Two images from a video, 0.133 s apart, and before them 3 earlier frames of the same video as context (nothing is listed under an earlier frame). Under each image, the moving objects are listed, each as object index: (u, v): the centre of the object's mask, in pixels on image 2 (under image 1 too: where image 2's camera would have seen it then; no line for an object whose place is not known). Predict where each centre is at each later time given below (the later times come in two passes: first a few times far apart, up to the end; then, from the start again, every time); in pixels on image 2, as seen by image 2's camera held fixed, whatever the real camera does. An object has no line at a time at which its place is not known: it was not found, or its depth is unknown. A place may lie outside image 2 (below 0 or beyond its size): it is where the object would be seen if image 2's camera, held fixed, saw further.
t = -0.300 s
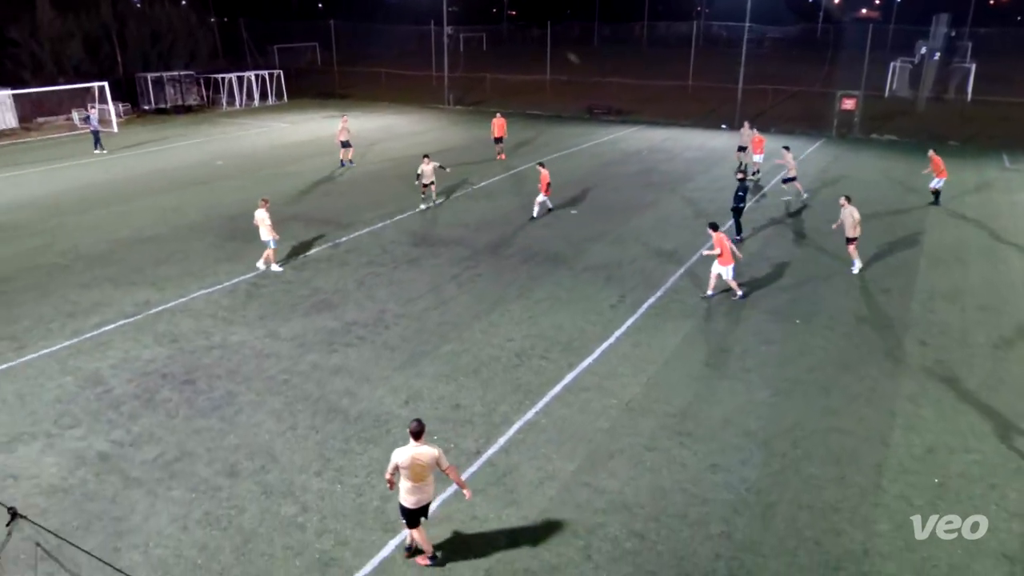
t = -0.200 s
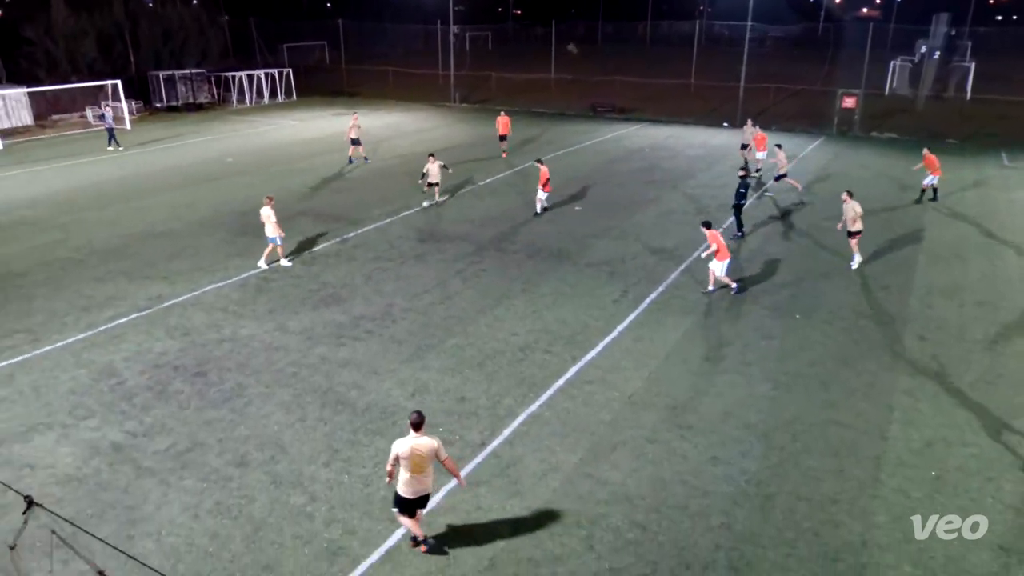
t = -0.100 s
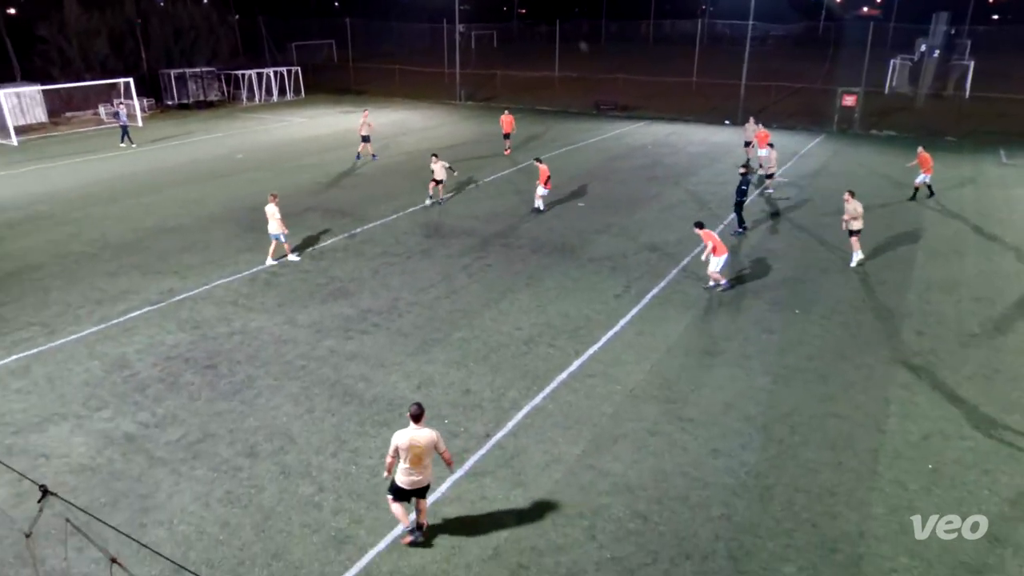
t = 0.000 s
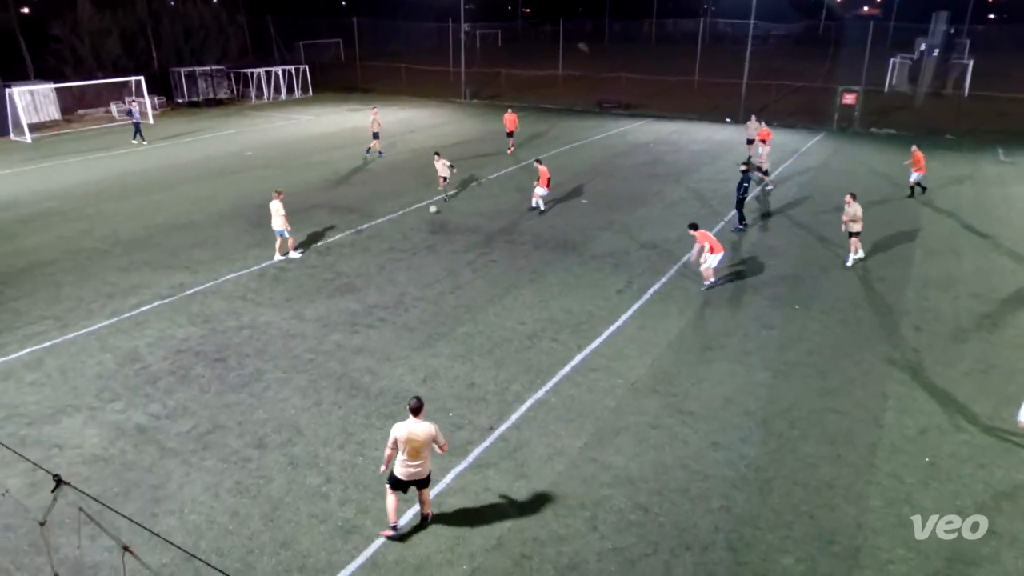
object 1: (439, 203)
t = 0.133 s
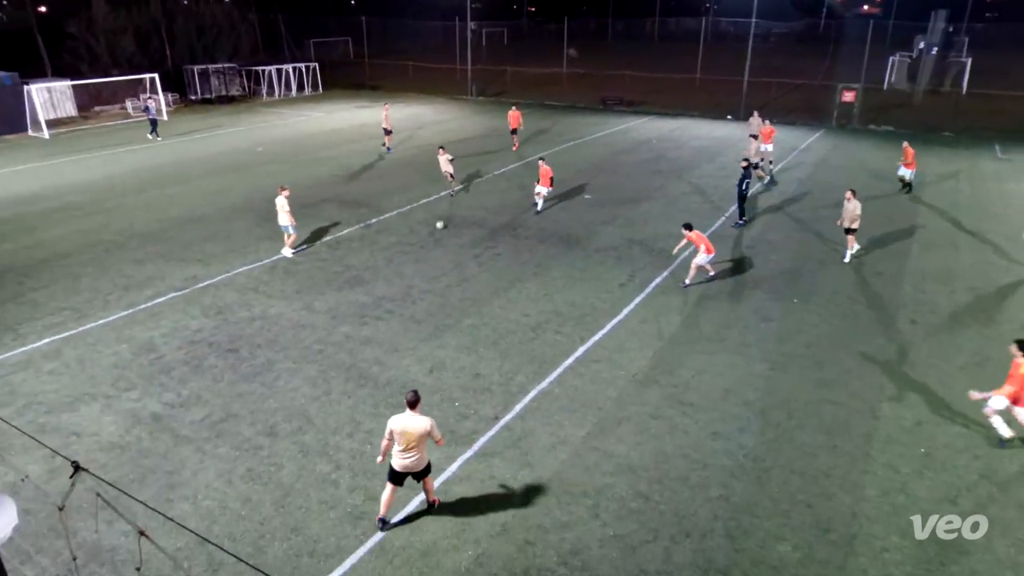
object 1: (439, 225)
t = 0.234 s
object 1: (440, 235)
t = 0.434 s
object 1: (443, 270)
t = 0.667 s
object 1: (446, 306)
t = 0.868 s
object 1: (450, 342)
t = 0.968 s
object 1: (453, 367)
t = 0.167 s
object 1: (439, 228)
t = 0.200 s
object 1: (439, 232)
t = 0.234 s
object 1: (440, 235)
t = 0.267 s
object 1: (440, 240)
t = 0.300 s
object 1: (441, 245)
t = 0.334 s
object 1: (441, 251)
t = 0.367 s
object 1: (442, 257)
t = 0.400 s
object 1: (443, 264)
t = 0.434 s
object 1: (443, 270)
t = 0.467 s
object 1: (444, 275)
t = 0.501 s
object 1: (444, 280)
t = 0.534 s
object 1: (445, 285)
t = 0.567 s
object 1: (445, 291)
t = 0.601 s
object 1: (446, 296)
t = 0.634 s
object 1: (446, 301)
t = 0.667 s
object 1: (446, 306)
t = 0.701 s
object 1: (447, 311)
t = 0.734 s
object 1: (447, 317)
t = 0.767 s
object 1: (448, 324)
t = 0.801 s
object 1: (449, 329)
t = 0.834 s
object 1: (449, 335)
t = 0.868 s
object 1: (450, 342)
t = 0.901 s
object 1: (451, 349)
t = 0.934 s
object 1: (452, 358)
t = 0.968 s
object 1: (453, 367)
